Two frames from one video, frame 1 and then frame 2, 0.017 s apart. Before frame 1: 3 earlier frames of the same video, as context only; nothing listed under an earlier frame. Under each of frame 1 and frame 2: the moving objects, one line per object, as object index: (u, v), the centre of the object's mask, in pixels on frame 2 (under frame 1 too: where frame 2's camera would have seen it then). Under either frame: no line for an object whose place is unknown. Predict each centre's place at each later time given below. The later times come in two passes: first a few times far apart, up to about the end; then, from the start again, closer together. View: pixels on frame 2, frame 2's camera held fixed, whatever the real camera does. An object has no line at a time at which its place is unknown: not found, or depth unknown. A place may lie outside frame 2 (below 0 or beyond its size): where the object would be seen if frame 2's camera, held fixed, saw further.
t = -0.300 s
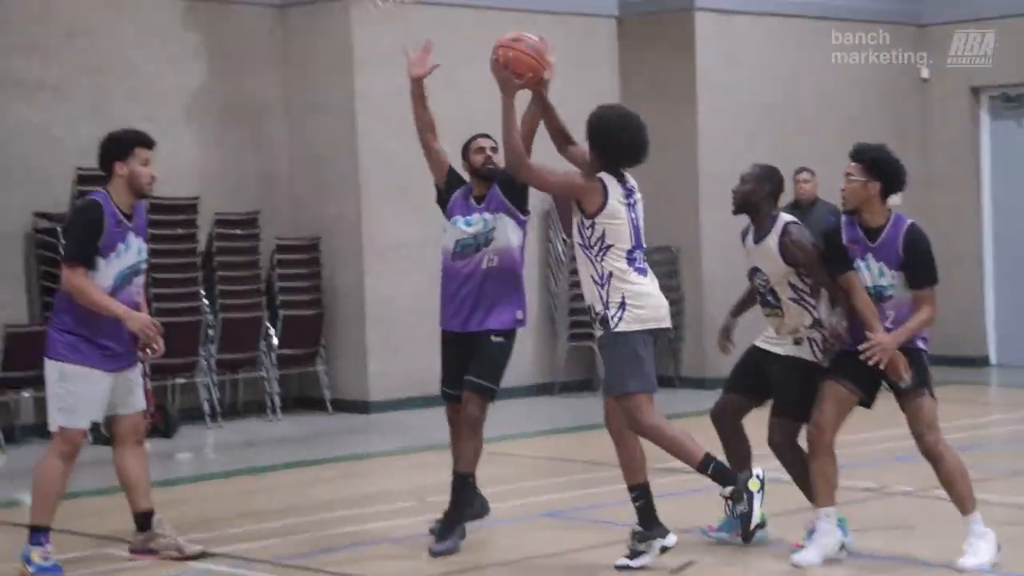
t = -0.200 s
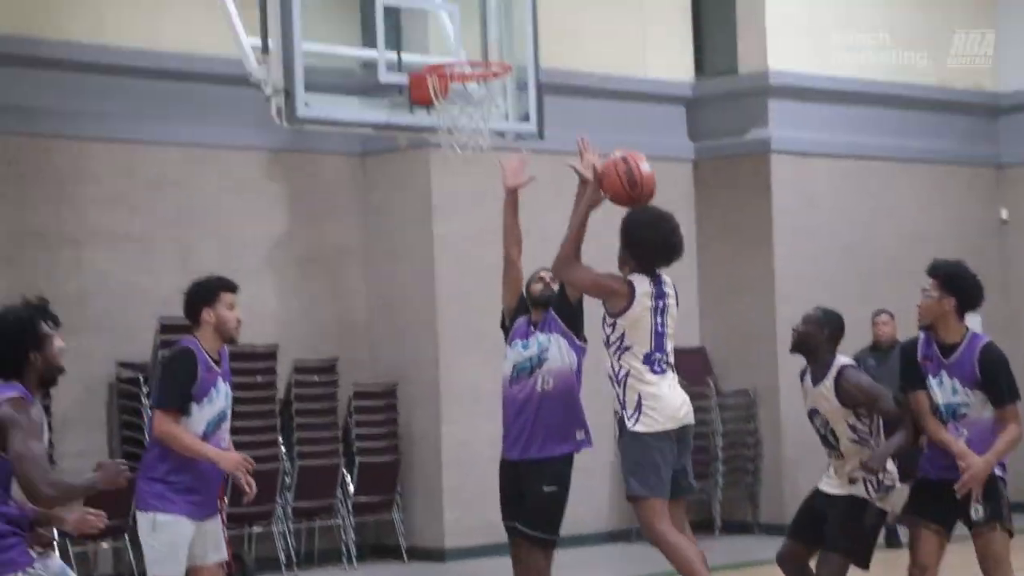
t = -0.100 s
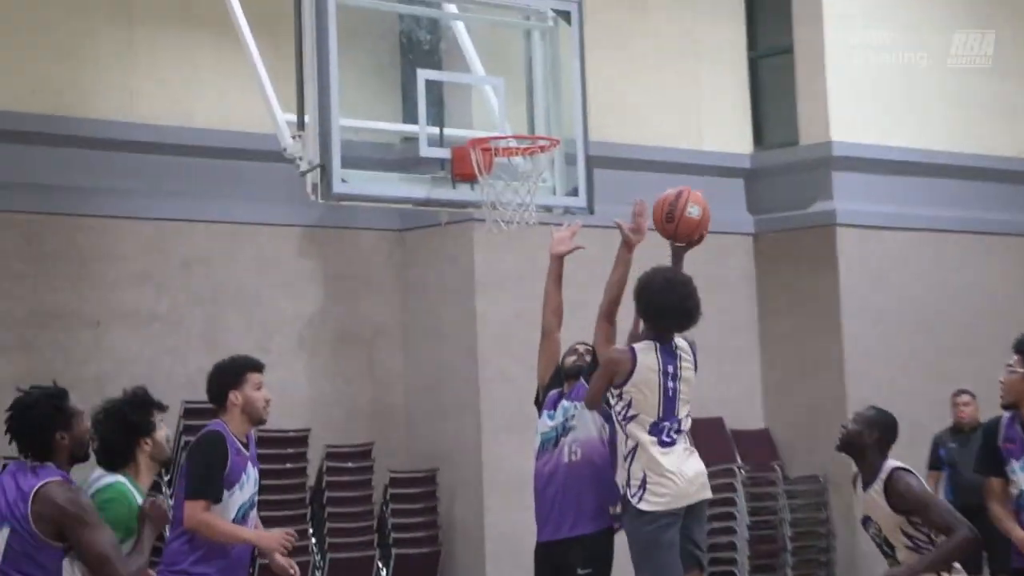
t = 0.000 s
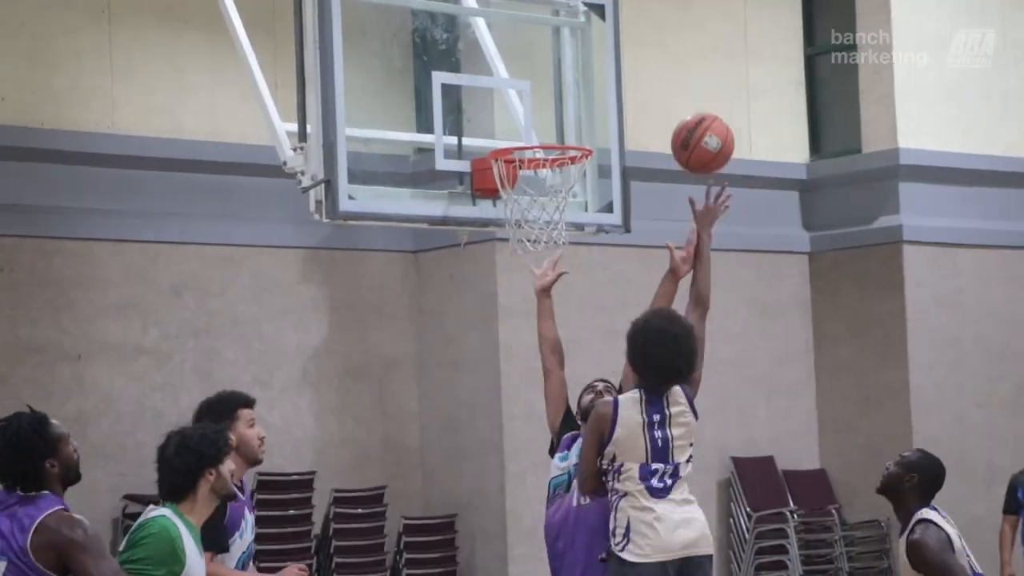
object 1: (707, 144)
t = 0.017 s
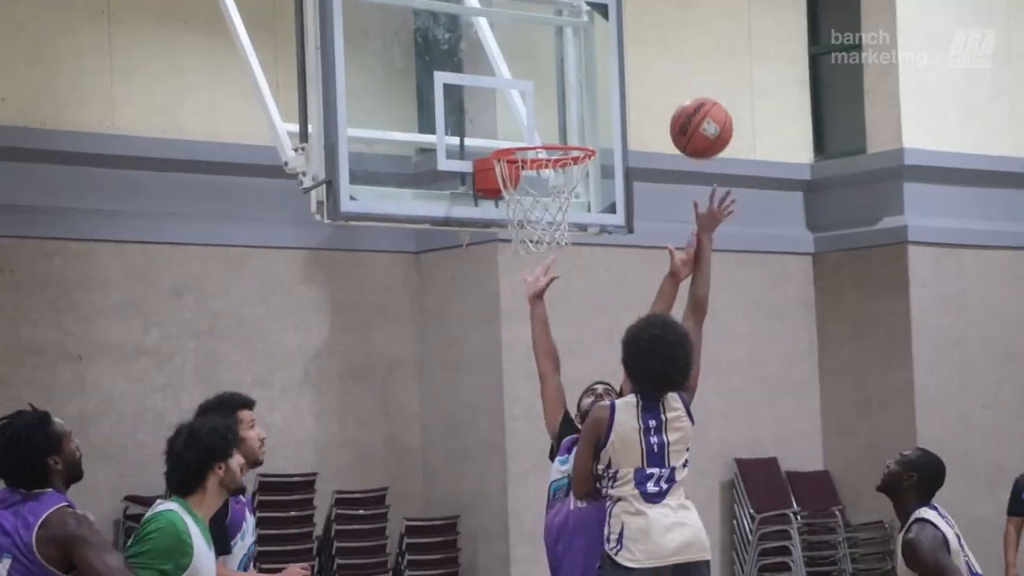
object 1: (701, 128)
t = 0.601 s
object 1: (570, 49)
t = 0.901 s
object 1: (533, 245)
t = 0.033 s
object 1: (696, 114)
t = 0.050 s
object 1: (691, 101)
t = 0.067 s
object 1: (687, 88)
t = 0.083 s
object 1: (682, 76)
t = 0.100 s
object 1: (678, 64)
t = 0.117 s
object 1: (673, 54)
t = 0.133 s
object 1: (668, 44)
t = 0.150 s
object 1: (664, 35)
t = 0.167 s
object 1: (660, 28)
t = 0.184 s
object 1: (656, 25)
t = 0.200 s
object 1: (652, 22)
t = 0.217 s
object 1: (647, 18)
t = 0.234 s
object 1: (644, 15)
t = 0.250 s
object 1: (640, 11)
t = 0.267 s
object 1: (636, 7)
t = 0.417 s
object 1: (604, -13)
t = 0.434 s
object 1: (600, -10)
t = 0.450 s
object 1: (597, -7)
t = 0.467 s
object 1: (593, -3)
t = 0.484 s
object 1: (590, 2)
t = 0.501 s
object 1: (587, 7)
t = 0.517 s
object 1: (584, 12)
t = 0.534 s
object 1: (581, 19)
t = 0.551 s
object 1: (578, 26)
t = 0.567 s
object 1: (575, 33)
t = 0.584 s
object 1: (572, 41)
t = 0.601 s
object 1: (570, 49)
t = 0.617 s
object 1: (567, 58)
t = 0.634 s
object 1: (564, 68)
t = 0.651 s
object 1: (562, 78)
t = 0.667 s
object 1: (559, 88)
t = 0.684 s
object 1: (557, 100)
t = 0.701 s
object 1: (554, 111)
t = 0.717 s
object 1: (552, 122)
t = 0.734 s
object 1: (549, 129)
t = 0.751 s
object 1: (547, 149)
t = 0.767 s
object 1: (544, 164)
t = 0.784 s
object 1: (540, 177)
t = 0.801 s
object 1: (540, 191)
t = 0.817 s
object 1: (538, 206)
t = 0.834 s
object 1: (537, 216)
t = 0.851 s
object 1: (536, 223)
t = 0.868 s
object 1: (535, 230)
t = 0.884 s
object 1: (533, 238)
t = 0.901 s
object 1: (533, 245)
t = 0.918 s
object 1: (532, 255)
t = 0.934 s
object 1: (531, 263)
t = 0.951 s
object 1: (531, 272)
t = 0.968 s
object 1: (529, 283)
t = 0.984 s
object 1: (528, 293)
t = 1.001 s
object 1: (528, 305)
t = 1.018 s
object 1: (527, 317)
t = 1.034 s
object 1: (526, 329)
